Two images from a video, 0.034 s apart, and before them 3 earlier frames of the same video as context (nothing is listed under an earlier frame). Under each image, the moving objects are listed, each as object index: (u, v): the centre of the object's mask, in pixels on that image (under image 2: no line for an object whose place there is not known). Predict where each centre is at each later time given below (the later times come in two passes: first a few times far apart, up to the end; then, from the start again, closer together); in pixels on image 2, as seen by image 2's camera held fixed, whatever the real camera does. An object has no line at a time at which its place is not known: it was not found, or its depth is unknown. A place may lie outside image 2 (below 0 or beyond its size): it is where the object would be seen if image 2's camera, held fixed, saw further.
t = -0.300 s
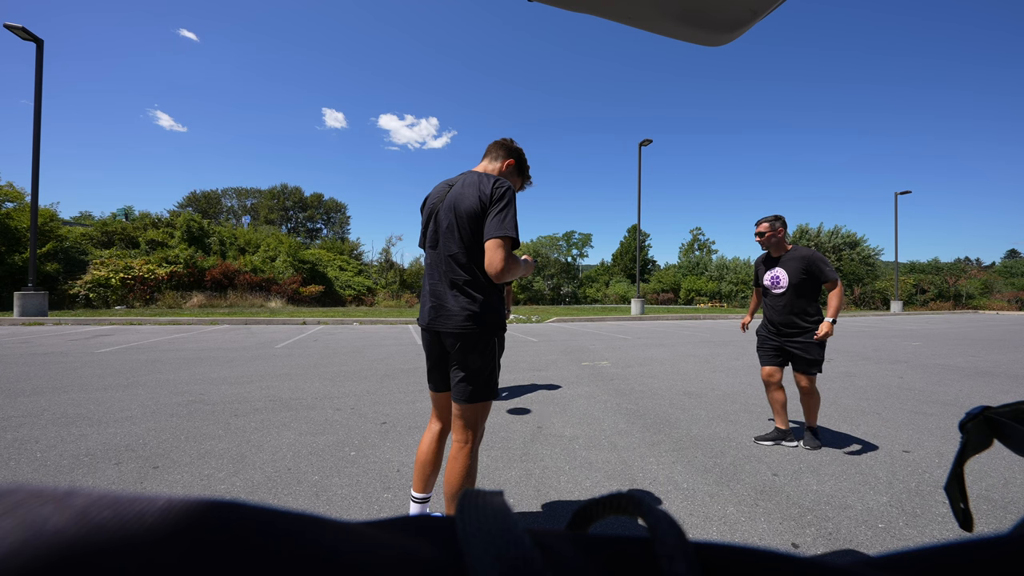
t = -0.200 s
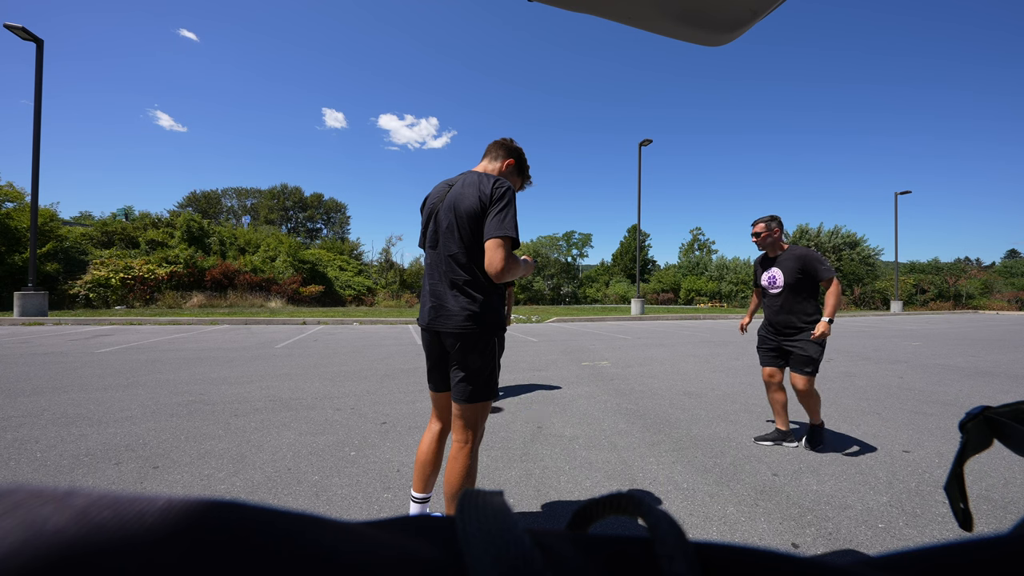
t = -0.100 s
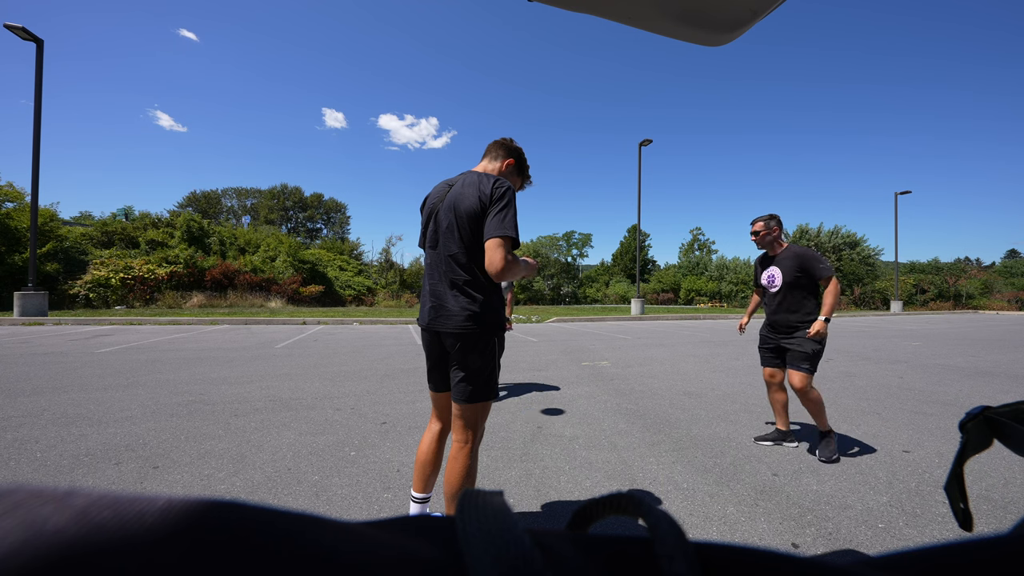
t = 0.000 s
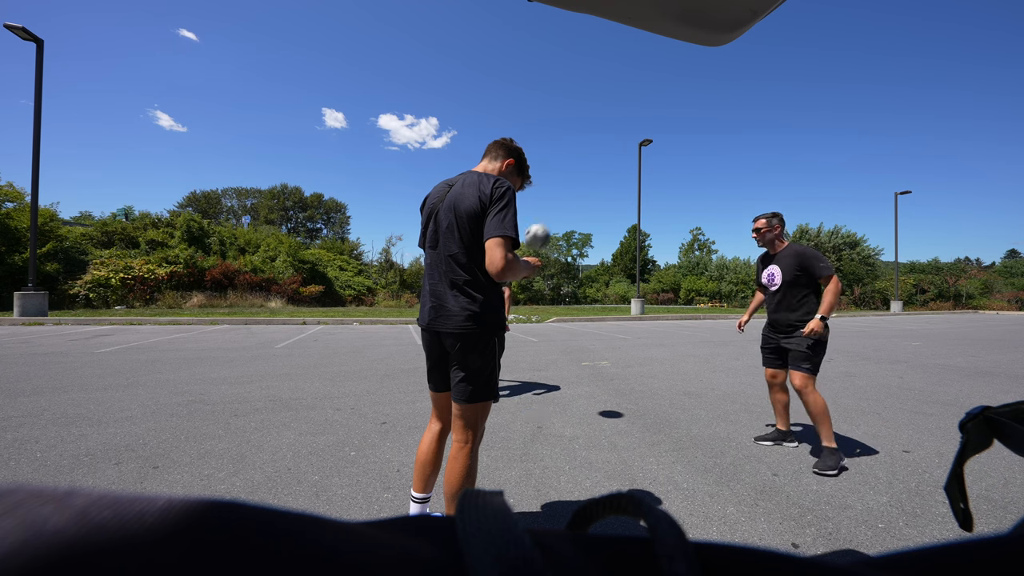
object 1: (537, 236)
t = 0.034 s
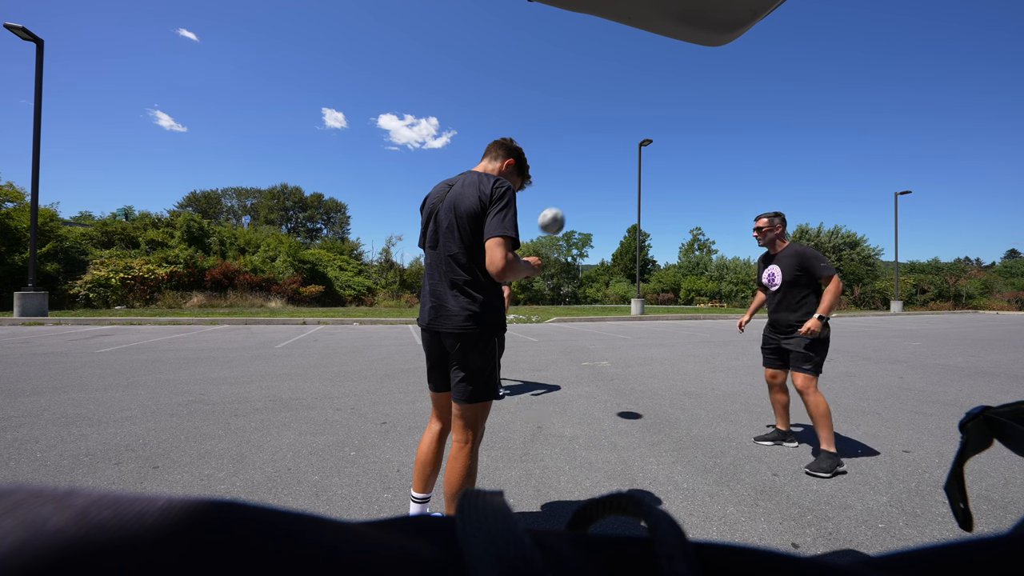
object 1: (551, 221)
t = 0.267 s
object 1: (663, 139)
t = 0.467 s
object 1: (778, 118)
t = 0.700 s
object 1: (945, 168)
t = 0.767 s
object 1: (998, 203)
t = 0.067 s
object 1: (566, 207)
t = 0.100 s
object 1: (581, 193)
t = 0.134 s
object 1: (597, 180)
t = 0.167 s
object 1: (613, 168)
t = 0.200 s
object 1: (629, 157)
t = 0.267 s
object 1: (663, 139)
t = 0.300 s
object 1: (681, 132)
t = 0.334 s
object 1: (699, 127)
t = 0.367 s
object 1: (718, 123)
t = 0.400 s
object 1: (737, 120)
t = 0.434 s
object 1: (757, 118)
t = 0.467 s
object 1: (778, 118)
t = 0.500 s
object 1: (799, 120)
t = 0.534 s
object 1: (821, 123)
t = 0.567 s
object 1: (844, 128)
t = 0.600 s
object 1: (868, 135)
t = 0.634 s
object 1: (893, 144)
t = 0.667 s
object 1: (918, 155)
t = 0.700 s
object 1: (945, 168)
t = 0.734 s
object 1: (973, 184)
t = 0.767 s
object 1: (998, 203)
